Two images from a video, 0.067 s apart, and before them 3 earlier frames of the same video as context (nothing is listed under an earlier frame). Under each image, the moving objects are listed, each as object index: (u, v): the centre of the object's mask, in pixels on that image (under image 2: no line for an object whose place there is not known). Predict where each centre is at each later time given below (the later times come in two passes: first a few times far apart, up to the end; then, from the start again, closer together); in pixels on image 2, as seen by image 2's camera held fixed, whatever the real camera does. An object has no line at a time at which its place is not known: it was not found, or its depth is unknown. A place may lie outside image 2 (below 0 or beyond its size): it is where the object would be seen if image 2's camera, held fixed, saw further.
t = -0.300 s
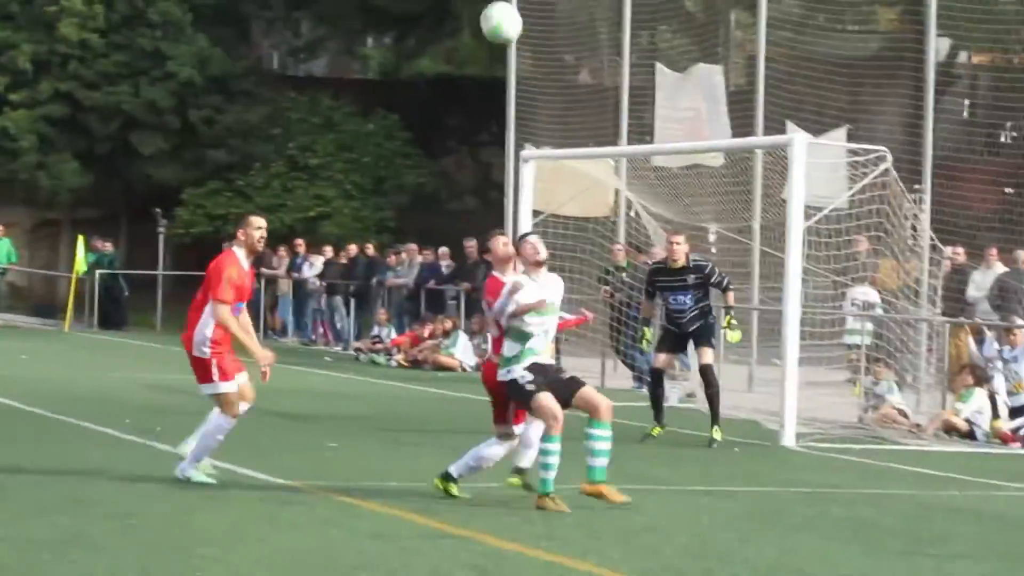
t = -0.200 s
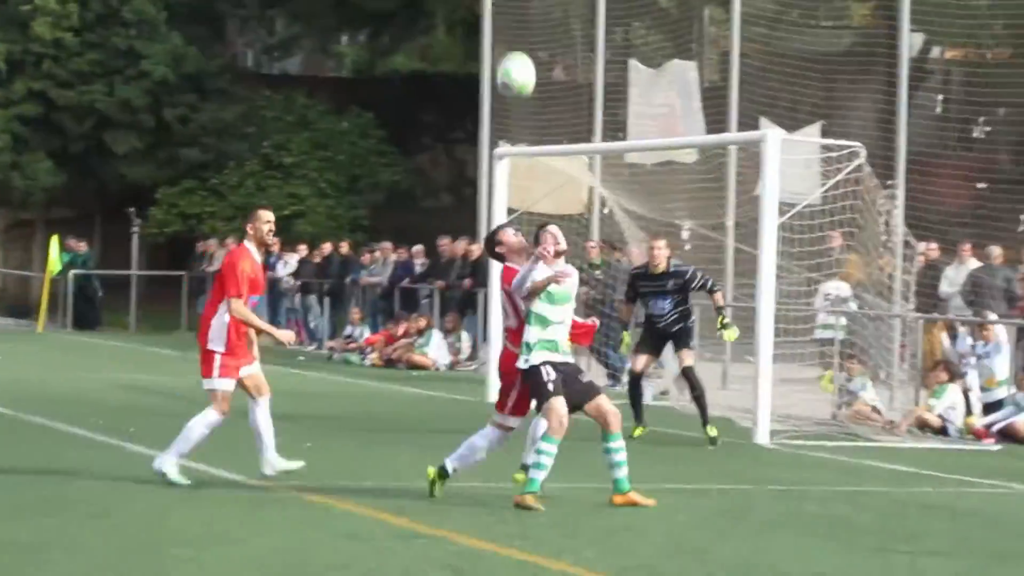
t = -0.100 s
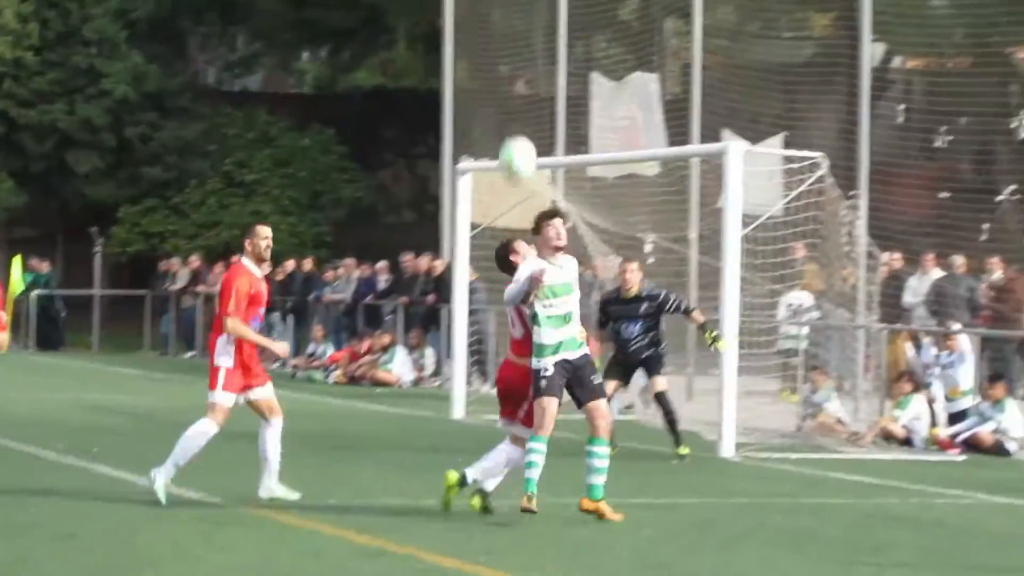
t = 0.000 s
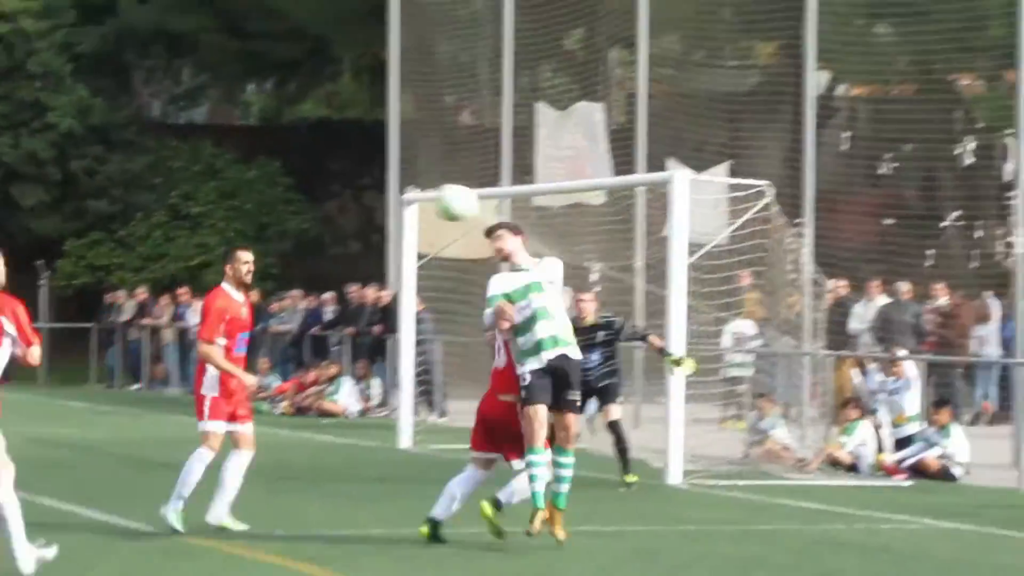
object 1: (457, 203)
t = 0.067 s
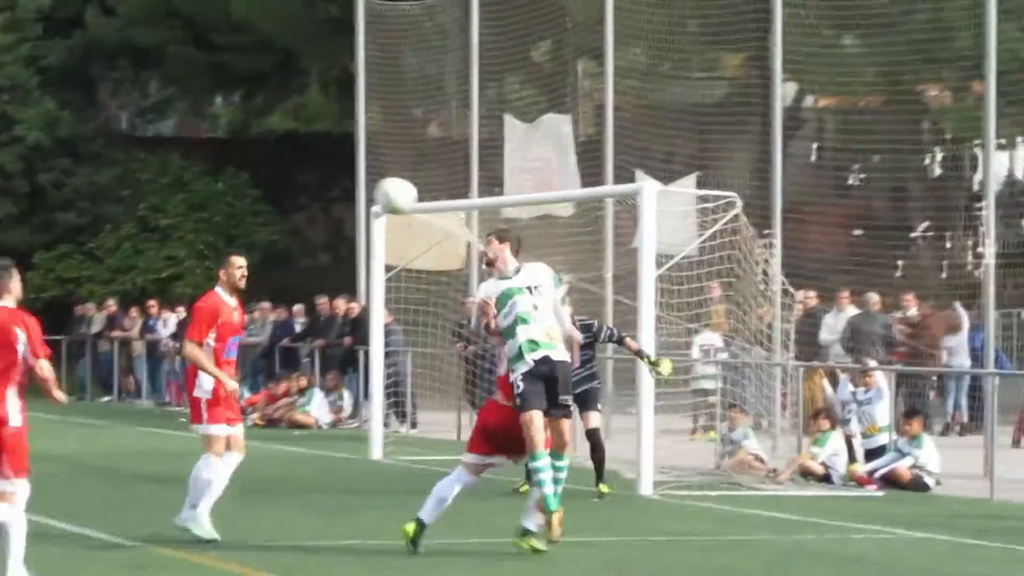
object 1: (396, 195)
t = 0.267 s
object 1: (316, 185)
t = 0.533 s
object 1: (218, 262)
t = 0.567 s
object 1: (208, 279)
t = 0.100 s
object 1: (382, 189)
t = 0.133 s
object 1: (367, 185)
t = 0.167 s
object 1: (354, 182)
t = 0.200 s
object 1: (340, 182)
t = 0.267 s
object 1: (316, 185)
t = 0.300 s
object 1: (303, 190)
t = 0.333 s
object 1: (291, 196)
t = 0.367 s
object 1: (279, 203)
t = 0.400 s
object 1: (267, 212)
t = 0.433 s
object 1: (254, 222)
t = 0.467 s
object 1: (242, 234)
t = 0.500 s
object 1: (228, 246)
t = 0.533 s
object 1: (218, 262)
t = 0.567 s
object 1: (208, 279)
